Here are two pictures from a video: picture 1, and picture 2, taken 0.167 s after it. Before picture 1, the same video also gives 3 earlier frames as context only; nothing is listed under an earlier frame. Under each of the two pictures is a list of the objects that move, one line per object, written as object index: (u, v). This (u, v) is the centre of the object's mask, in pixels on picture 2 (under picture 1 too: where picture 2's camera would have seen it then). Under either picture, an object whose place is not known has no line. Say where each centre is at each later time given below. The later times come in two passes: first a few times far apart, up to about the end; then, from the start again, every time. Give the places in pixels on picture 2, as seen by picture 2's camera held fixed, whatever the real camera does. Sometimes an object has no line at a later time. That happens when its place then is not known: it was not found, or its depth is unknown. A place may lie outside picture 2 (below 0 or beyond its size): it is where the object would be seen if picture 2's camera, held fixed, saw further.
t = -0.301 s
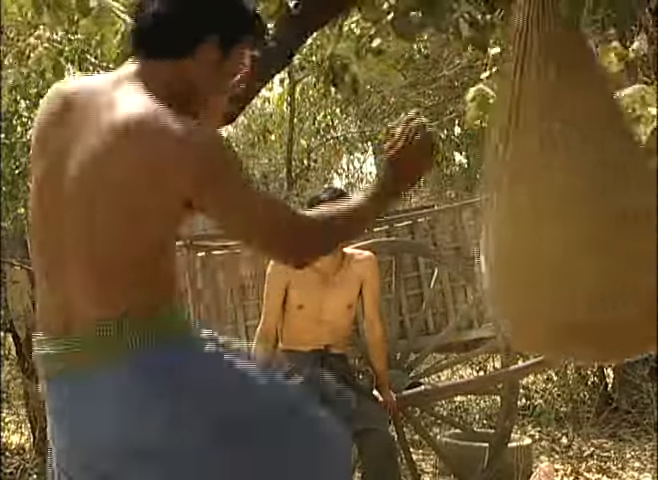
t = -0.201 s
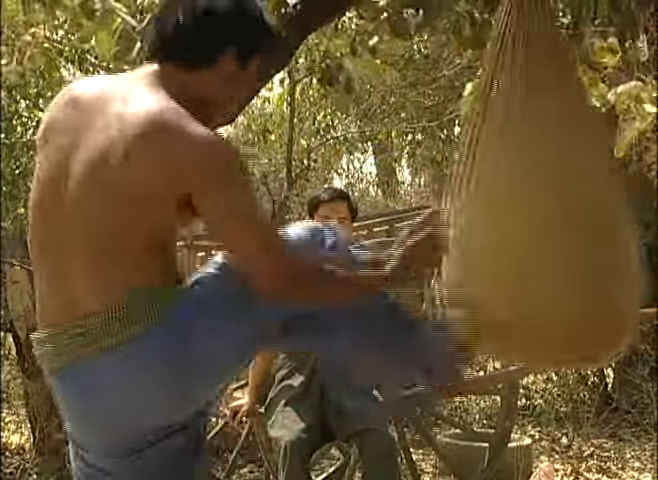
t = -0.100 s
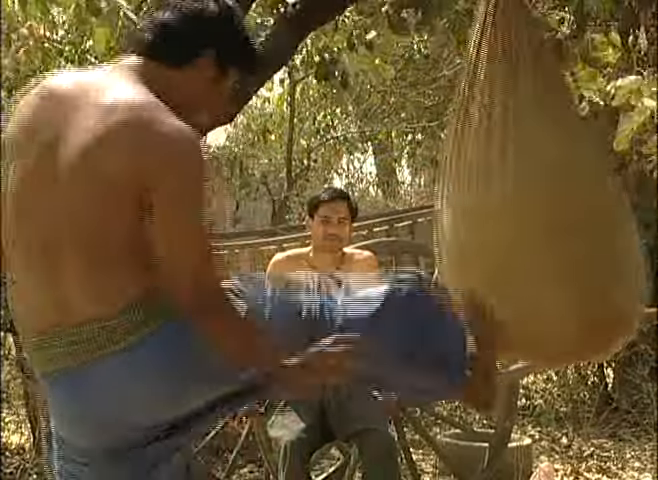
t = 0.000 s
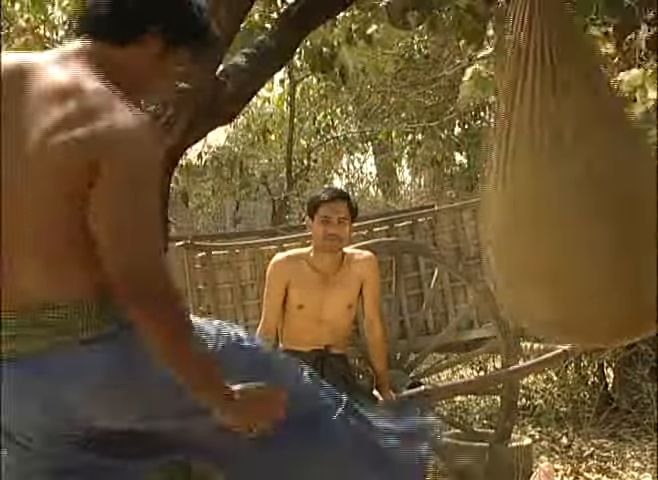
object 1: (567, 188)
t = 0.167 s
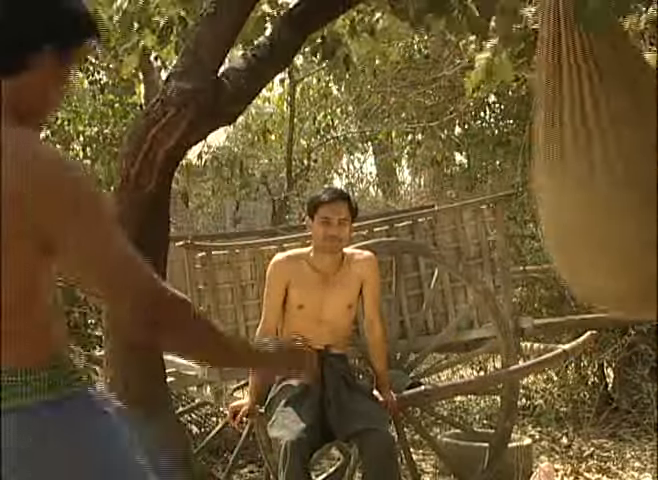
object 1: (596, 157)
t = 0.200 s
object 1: (600, 150)
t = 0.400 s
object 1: (610, 137)
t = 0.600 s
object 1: (601, 149)
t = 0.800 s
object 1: (566, 197)
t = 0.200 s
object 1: (600, 150)
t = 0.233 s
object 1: (603, 146)
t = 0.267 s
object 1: (606, 142)
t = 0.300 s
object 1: (609, 139)
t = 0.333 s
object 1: (610, 137)
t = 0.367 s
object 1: (610, 136)
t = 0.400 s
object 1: (610, 137)
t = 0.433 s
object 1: (610, 137)
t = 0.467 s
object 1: (609, 138)
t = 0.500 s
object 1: (608, 141)
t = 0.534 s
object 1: (606, 144)
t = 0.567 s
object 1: (603, 147)
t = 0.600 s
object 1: (601, 149)
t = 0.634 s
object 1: (598, 156)
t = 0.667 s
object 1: (592, 170)
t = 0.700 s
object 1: (587, 176)
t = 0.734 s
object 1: (581, 180)
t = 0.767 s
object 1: (574, 190)
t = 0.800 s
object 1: (566, 197)
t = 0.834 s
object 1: (558, 192)
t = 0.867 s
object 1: (546, 194)
